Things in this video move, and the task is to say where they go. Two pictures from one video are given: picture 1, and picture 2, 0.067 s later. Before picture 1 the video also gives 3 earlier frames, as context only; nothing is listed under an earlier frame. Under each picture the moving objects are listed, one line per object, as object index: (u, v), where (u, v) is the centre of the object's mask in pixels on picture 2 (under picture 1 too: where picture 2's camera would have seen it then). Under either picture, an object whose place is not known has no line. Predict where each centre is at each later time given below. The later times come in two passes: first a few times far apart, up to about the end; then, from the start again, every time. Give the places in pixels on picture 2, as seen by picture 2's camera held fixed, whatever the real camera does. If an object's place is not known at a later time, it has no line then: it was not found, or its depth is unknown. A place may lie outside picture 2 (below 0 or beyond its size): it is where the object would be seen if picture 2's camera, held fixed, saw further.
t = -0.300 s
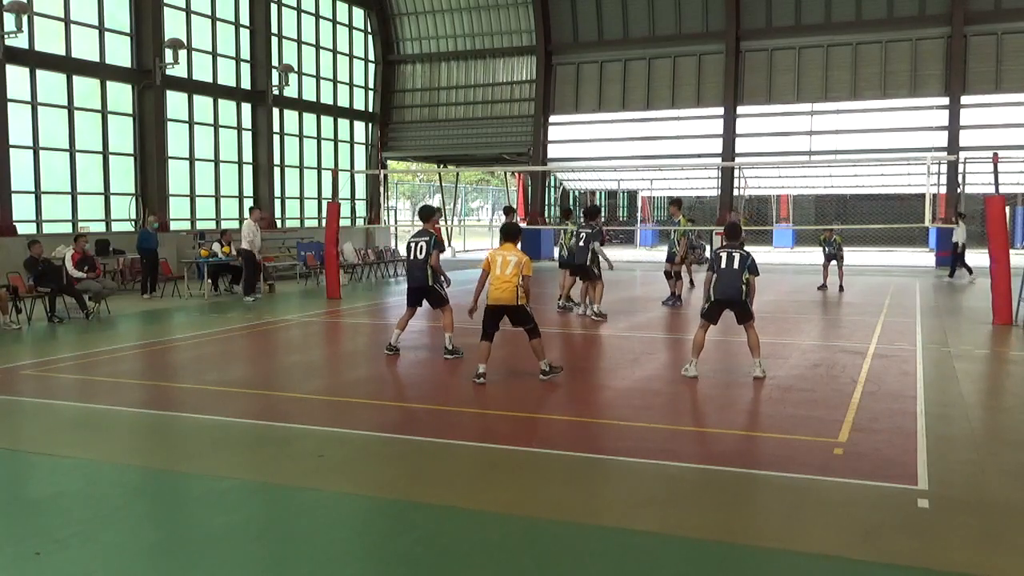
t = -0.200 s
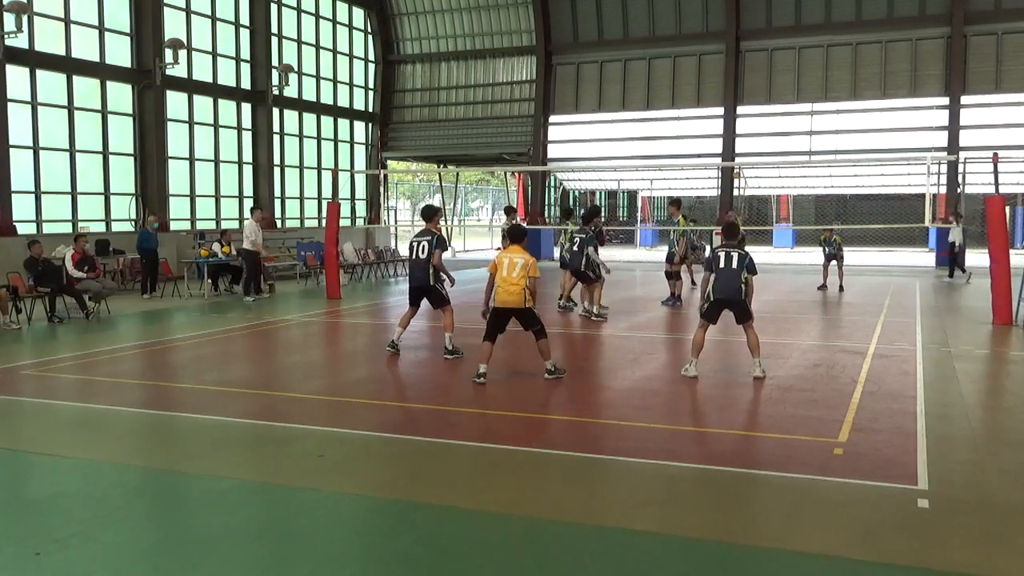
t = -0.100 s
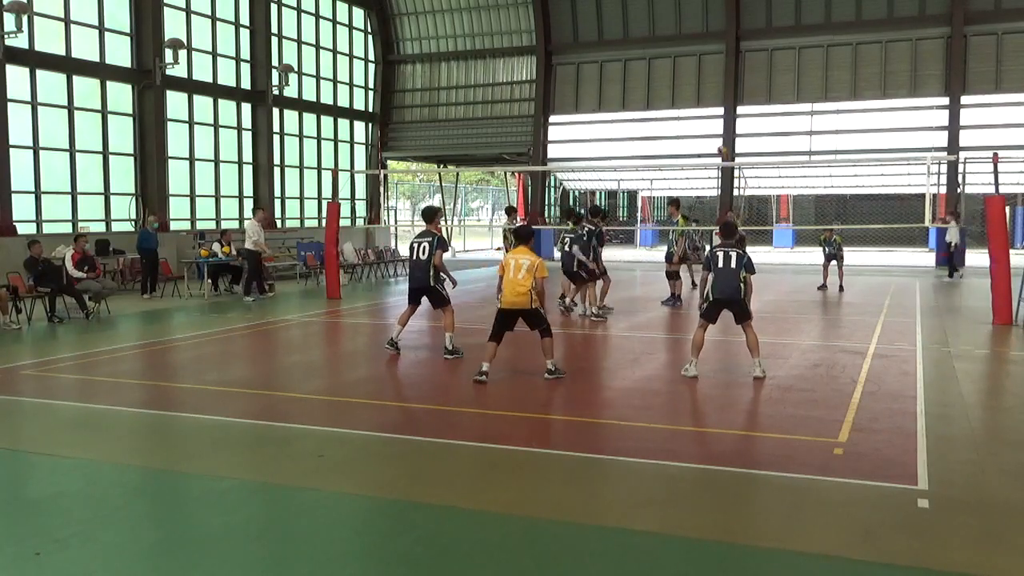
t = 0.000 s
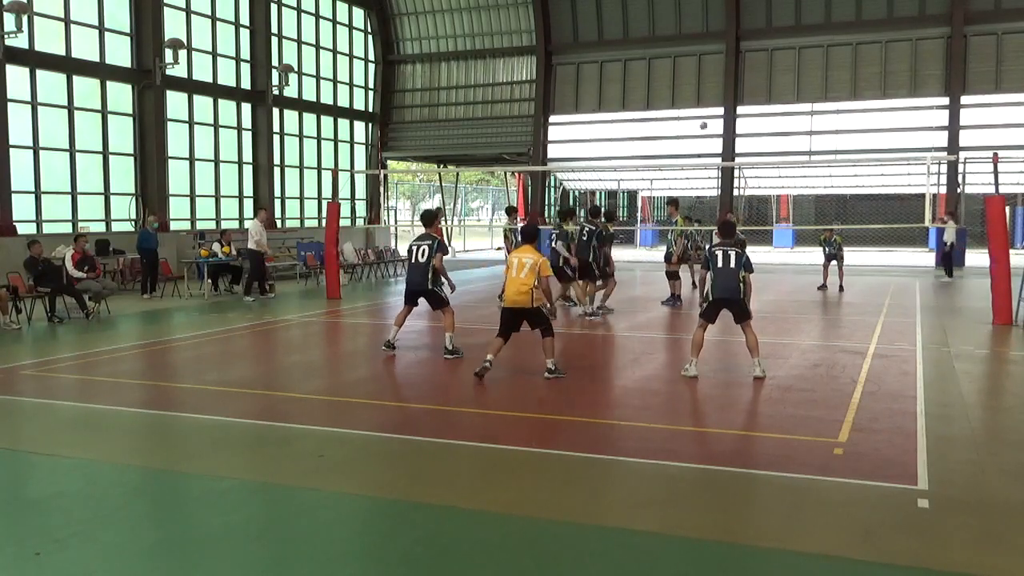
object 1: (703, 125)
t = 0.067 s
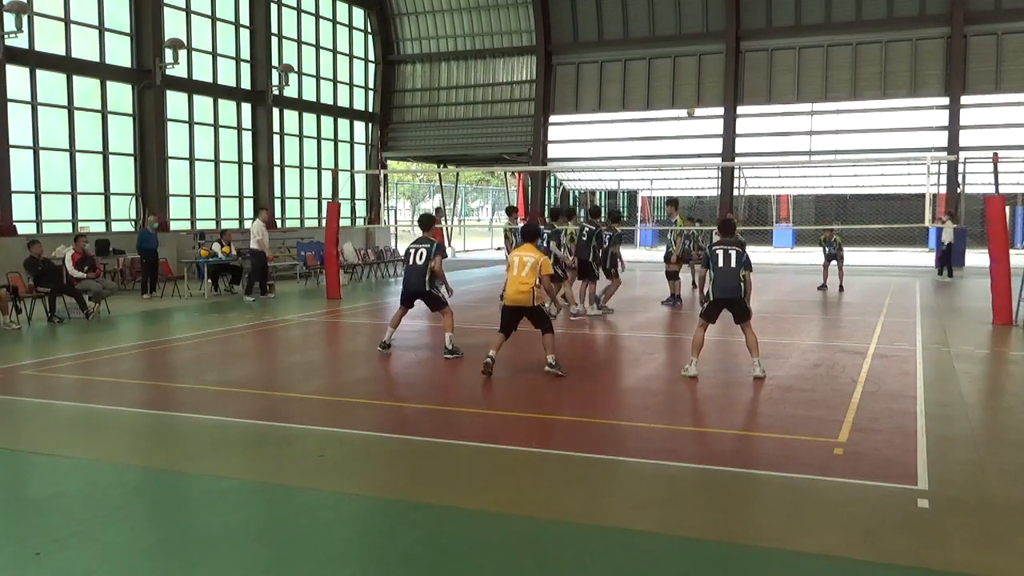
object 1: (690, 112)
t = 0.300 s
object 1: (641, 74)
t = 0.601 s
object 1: (563, 67)
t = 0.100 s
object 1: (683, 104)
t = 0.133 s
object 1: (678, 101)
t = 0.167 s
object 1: (670, 92)
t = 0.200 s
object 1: (663, 88)
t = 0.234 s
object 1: (656, 82)
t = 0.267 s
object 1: (646, 78)
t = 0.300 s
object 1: (641, 74)
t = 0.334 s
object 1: (633, 71)
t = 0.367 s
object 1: (626, 69)
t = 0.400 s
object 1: (618, 67)
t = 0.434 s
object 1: (608, 65)
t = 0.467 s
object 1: (601, 64)
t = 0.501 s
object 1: (593, 65)
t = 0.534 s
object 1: (582, 64)
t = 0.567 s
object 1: (572, 65)
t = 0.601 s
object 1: (563, 67)
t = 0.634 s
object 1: (553, 69)
